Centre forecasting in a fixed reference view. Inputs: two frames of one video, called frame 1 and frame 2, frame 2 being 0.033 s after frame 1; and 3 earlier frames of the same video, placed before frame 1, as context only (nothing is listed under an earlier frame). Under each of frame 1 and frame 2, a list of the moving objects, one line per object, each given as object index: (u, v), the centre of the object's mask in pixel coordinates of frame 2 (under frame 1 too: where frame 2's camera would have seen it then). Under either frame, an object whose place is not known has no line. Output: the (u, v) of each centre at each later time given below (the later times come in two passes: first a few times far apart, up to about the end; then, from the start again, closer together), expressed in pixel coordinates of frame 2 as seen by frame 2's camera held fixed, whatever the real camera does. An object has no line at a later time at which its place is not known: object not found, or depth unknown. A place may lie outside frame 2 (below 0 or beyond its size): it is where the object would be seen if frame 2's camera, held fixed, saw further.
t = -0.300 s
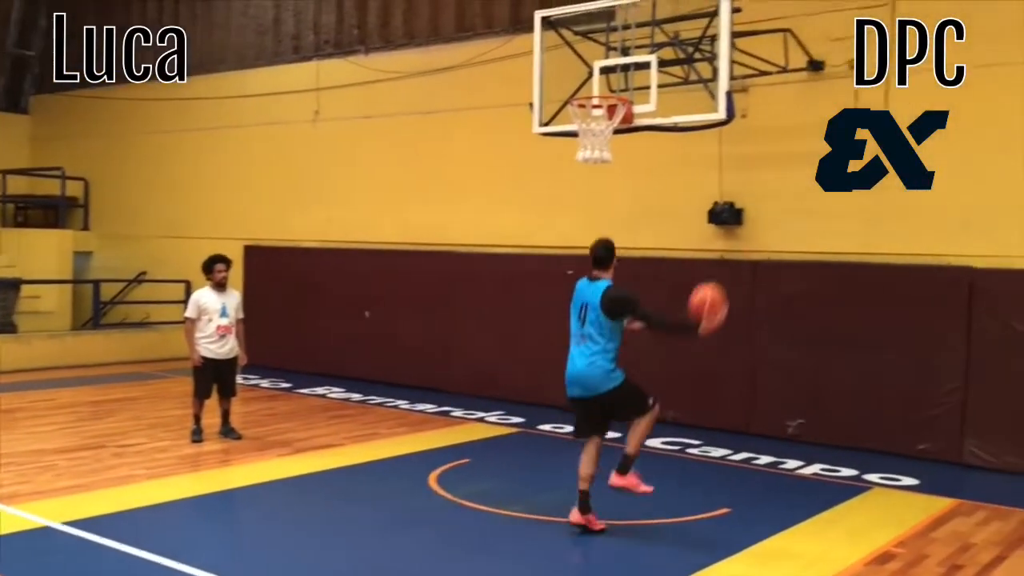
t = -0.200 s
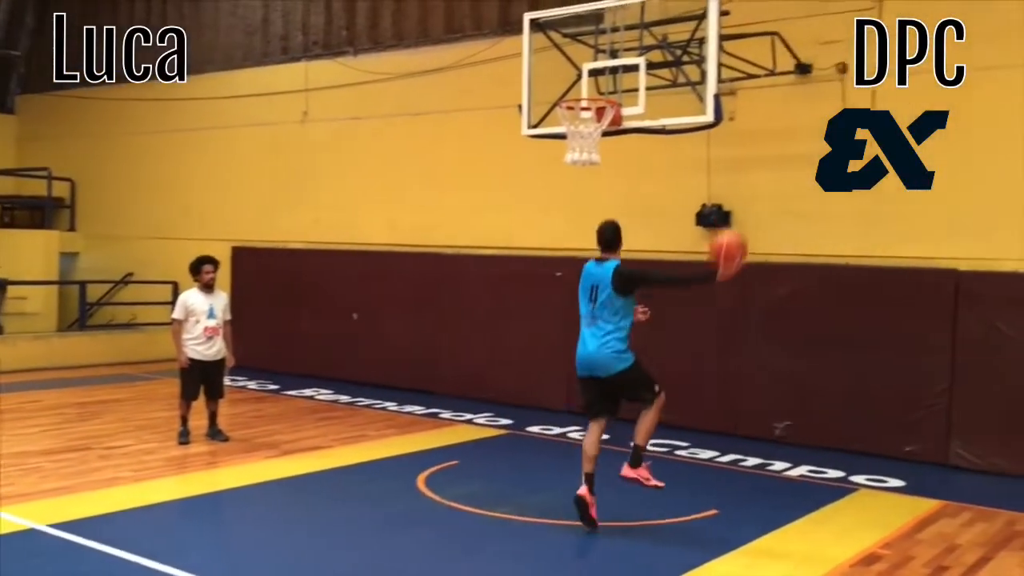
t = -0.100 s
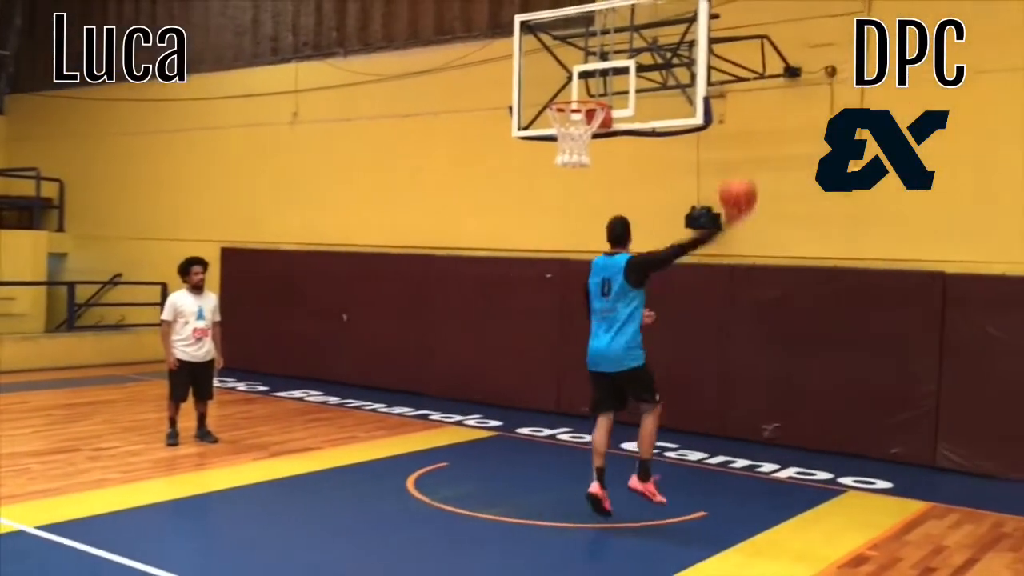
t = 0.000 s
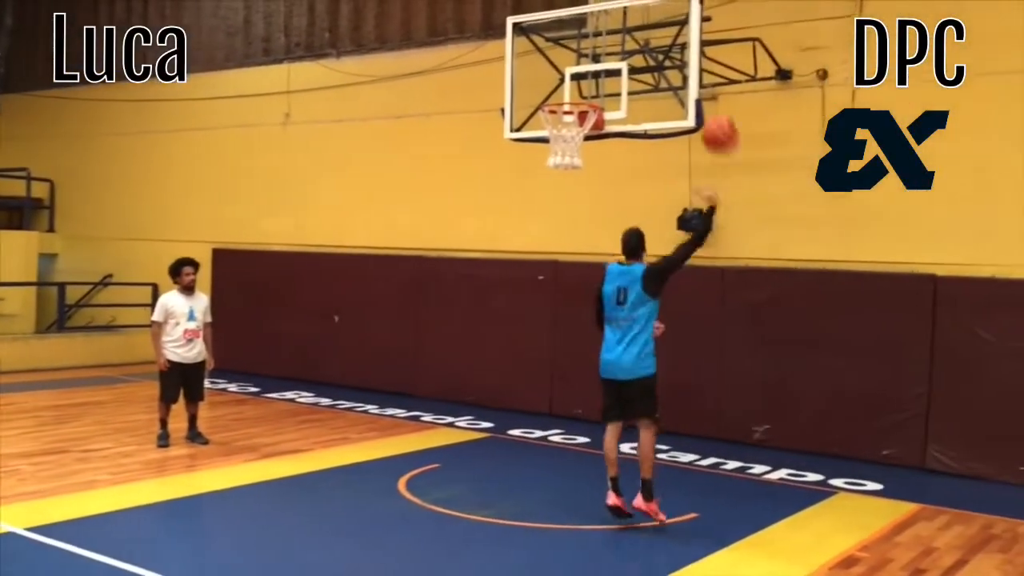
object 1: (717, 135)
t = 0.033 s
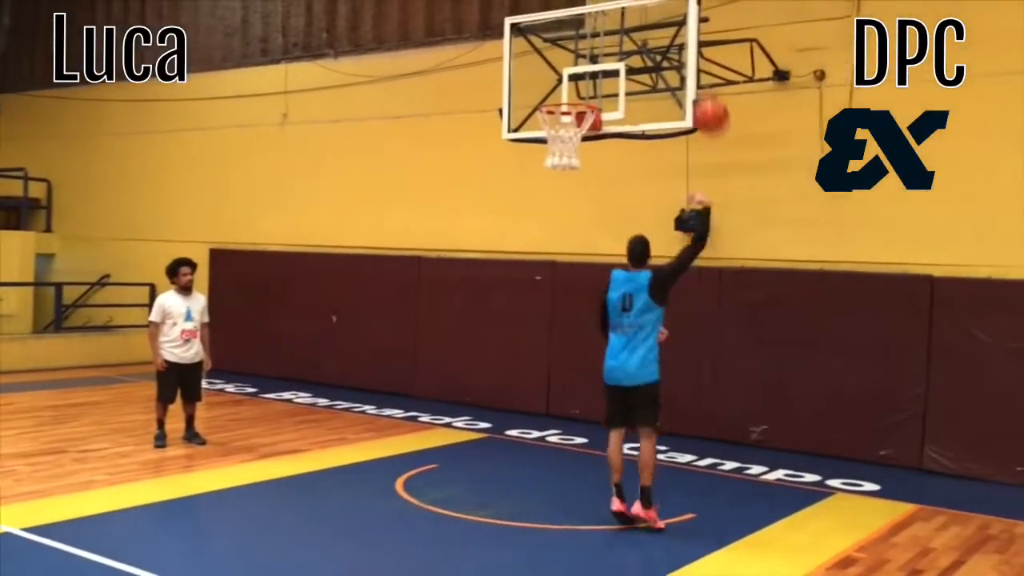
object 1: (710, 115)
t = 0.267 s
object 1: (667, 39)
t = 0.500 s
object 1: (628, 41)
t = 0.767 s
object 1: (572, 91)
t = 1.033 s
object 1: (548, 155)
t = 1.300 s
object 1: (549, 259)
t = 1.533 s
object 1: (546, 418)
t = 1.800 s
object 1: (569, 371)
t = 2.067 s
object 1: (597, 305)
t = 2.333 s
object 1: (620, 324)
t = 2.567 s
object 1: (639, 412)
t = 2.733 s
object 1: (648, 457)
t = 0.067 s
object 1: (705, 100)
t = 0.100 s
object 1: (699, 86)
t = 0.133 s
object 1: (691, 72)
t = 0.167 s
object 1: (685, 61)
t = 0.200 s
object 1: (678, 52)
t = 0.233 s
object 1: (673, 46)
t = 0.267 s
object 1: (667, 39)
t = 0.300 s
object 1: (661, 36)
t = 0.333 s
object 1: (655, 34)
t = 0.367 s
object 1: (650, 32)
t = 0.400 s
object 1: (644, 32)
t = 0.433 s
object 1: (639, 34)
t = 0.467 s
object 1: (634, 36)
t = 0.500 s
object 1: (628, 41)
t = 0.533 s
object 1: (623, 47)
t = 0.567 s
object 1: (618, 53)
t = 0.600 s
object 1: (611, 58)
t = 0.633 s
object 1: (603, 61)
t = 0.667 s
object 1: (595, 67)
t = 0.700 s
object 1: (587, 75)
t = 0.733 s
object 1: (580, 83)
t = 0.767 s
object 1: (572, 91)
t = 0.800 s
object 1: (563, 103)
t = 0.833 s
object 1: (558, 117)
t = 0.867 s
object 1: (553, 120)
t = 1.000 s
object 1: (547, 152)
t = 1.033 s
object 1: (548, 155)
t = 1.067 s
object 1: (549, 161)
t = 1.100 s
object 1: (549, 171)
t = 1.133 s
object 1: (549, 181)
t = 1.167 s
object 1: (549, 195)
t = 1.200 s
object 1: (550, 208)
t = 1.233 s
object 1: (550, 224)
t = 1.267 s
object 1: (549, 240)
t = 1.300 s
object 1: (549, 259)
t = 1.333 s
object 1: (549, 277)
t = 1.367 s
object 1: (548, 297)
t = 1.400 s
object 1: (548, 319)
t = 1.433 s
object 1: (547, 343)
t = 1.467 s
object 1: (547, 368)
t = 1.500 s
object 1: (546, 394)
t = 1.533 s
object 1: (546, 418)
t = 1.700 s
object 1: (558, 416)
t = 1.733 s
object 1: (561, 400)
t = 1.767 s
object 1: (565, 385)
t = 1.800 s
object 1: (569, 371)
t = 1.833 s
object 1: (573, 358)
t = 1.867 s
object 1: (576, 347)
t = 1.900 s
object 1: (579, 337)
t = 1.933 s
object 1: (583, 327)
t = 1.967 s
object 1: (587, 320)
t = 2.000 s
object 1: (590, 314)
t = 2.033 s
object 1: (593, 309)
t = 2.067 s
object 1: (597, 305)
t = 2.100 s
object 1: (600, 303)
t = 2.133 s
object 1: (603, 302)
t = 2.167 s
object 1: (605, 303)
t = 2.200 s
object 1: (609, 304)
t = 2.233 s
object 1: (612, 308)
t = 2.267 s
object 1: (615, 312)
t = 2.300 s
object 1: (618, 317)
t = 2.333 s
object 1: (620, 324)
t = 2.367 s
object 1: (623, 333)
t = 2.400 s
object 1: (626, 343)
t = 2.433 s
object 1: (629, 354)
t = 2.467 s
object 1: (631, 366)
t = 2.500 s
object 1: (634, 380)
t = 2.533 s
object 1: (636, 395)
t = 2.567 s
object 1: (639, 412)
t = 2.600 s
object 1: (640, 428)
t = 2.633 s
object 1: (642, 446)
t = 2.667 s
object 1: (644, 472)
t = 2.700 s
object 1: (646, 473)
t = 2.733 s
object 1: (648, 457)
